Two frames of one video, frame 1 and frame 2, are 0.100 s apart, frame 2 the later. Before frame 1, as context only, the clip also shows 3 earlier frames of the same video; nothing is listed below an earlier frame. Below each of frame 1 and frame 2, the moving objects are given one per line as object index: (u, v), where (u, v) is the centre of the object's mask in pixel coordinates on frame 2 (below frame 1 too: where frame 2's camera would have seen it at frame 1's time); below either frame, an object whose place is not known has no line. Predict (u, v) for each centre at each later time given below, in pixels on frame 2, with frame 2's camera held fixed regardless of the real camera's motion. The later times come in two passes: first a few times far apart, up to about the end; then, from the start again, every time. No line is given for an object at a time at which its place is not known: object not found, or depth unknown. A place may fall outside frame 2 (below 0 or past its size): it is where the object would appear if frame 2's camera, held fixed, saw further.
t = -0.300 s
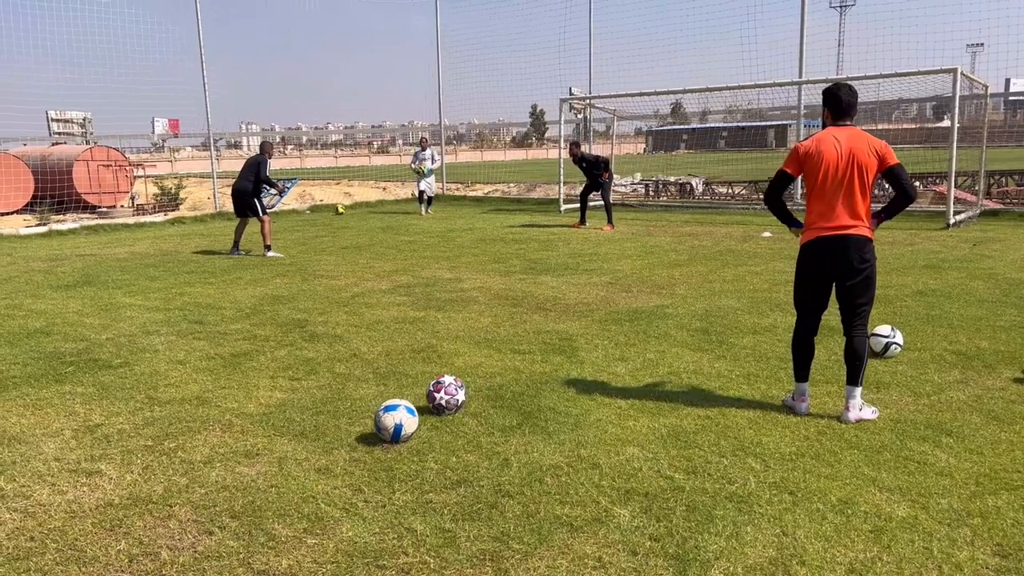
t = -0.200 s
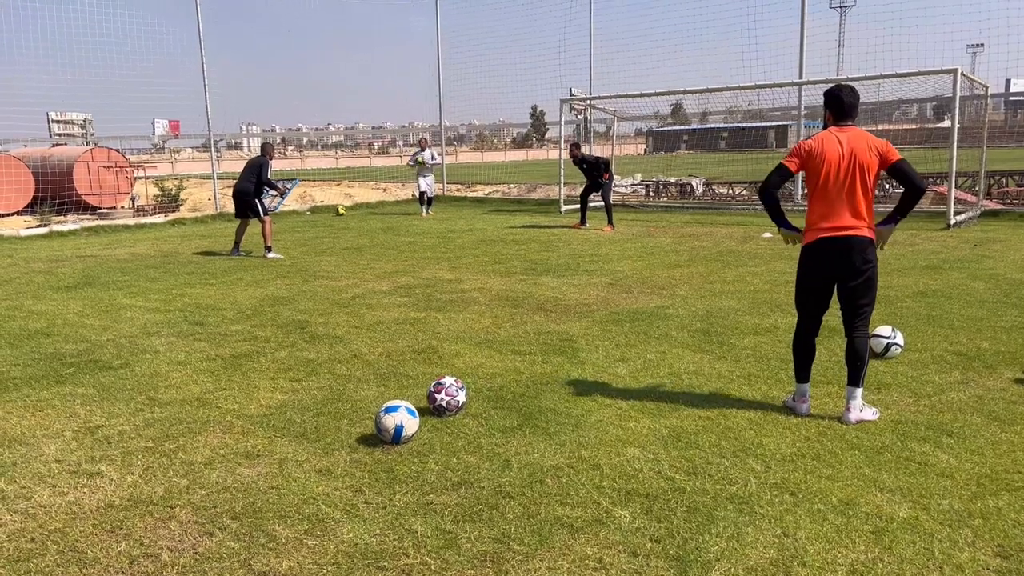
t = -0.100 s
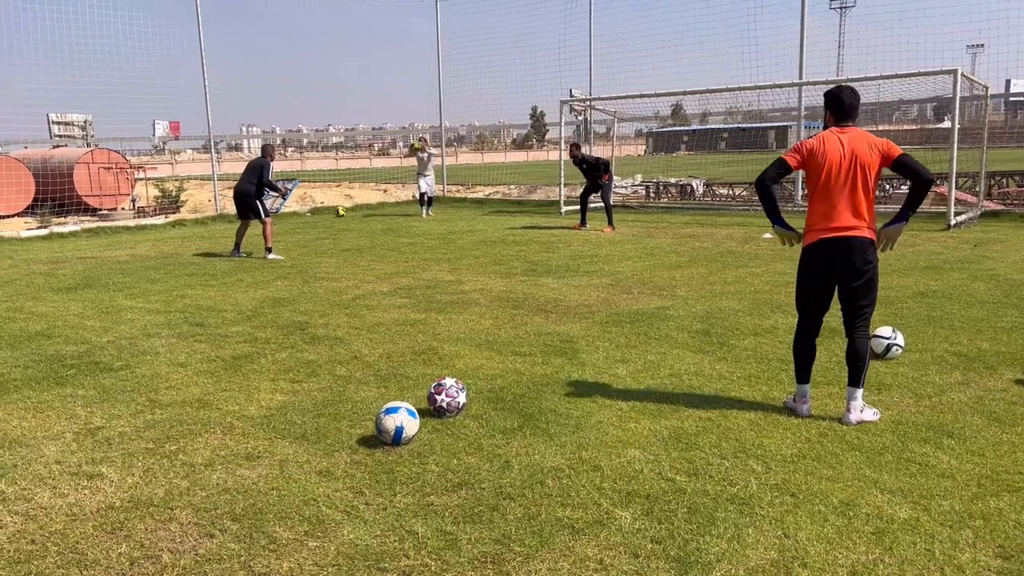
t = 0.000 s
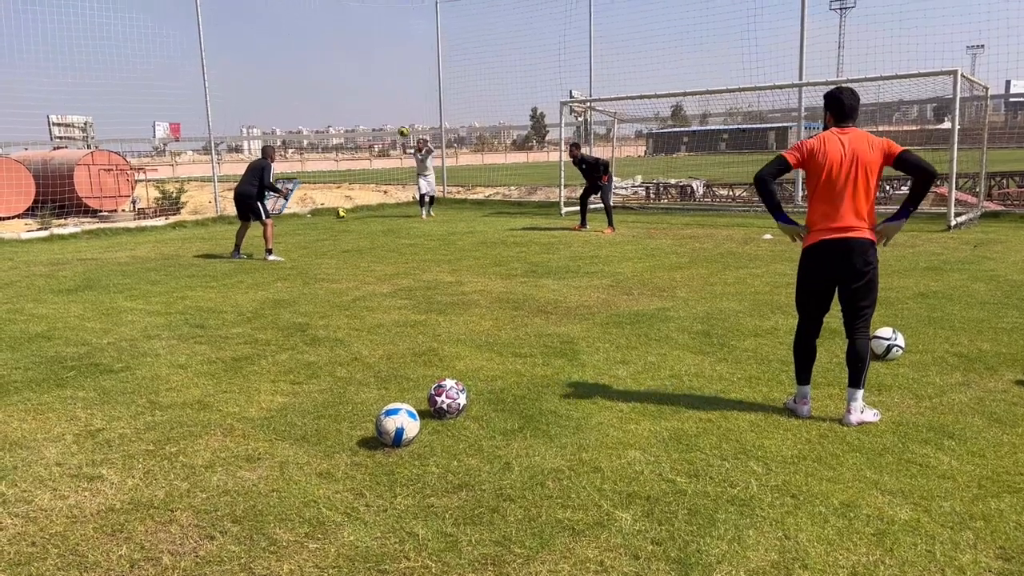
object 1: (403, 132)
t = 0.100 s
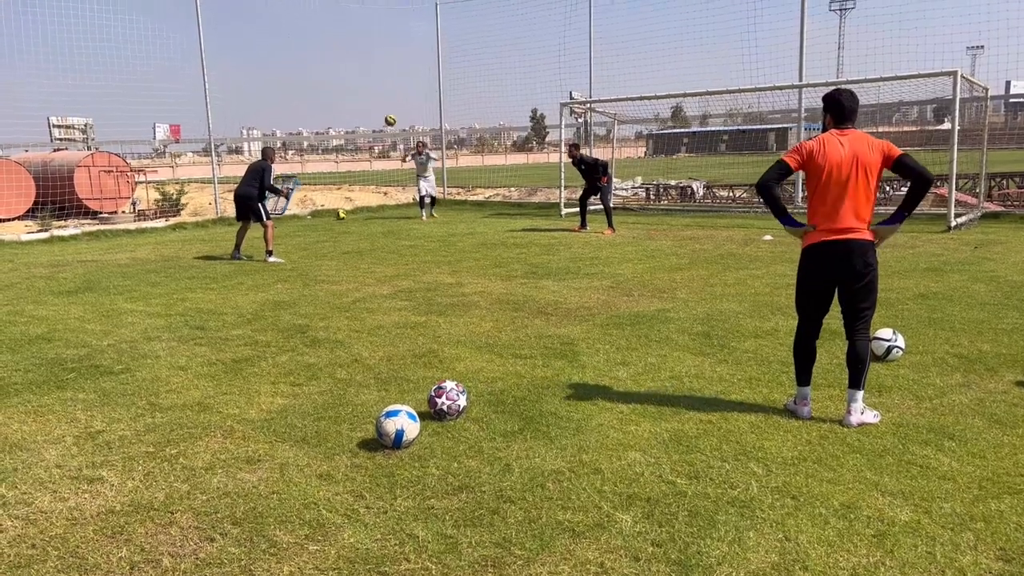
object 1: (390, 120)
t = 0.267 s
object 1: (366, 110)
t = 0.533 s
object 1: (320, 126)
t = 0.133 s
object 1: (385, 117)
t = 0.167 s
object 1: (380, 114)
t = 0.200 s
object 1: (376, 112)
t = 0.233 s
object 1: (371, 111)
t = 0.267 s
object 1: (366, 110)
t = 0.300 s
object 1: (361, 109)
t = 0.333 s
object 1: (355, 109)
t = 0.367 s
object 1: (350, 111)
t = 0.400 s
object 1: (344, 112)
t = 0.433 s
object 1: (339, 114)
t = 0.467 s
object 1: (333, 117)
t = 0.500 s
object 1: (327, 122)
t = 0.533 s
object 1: (320, 126)
